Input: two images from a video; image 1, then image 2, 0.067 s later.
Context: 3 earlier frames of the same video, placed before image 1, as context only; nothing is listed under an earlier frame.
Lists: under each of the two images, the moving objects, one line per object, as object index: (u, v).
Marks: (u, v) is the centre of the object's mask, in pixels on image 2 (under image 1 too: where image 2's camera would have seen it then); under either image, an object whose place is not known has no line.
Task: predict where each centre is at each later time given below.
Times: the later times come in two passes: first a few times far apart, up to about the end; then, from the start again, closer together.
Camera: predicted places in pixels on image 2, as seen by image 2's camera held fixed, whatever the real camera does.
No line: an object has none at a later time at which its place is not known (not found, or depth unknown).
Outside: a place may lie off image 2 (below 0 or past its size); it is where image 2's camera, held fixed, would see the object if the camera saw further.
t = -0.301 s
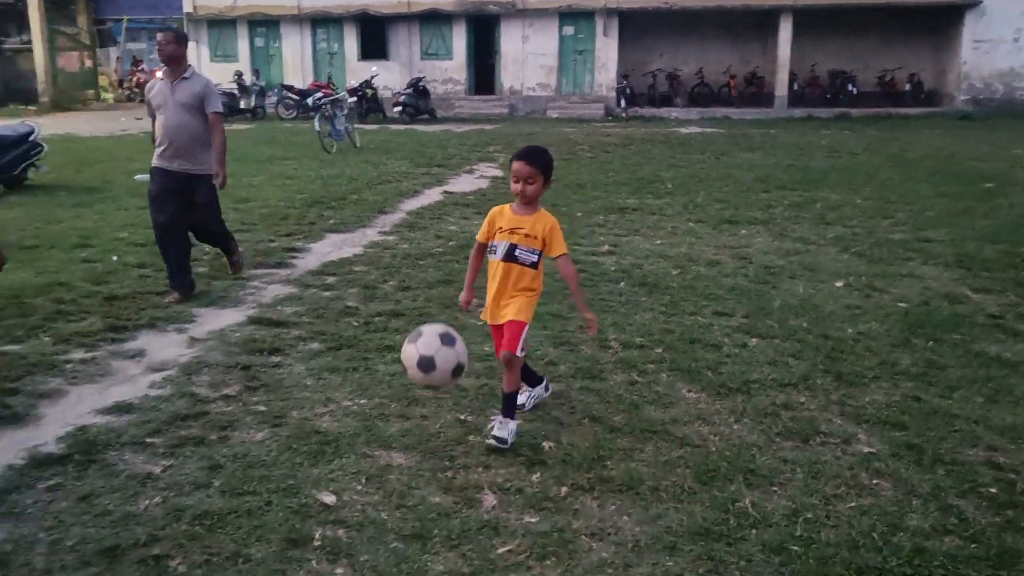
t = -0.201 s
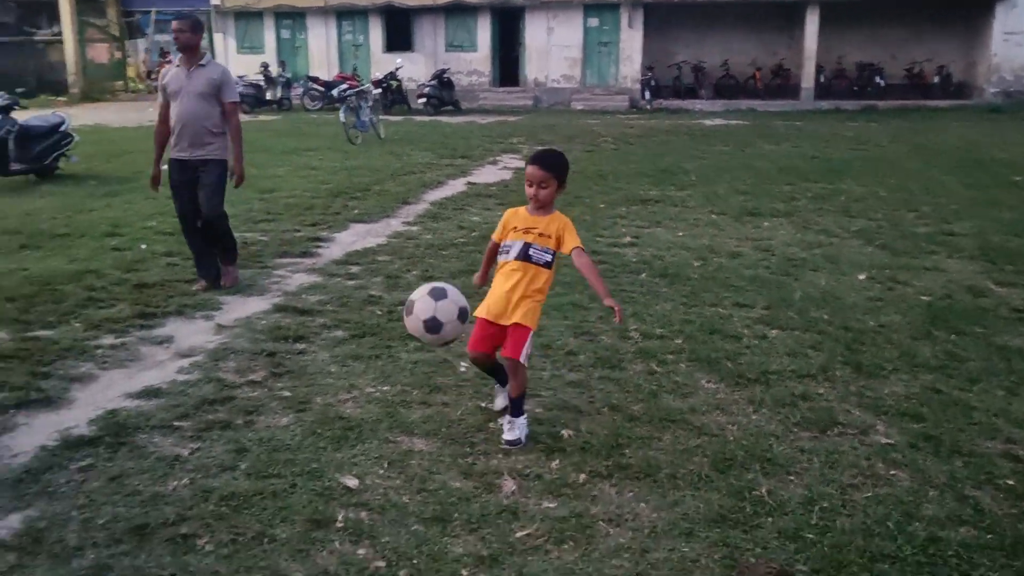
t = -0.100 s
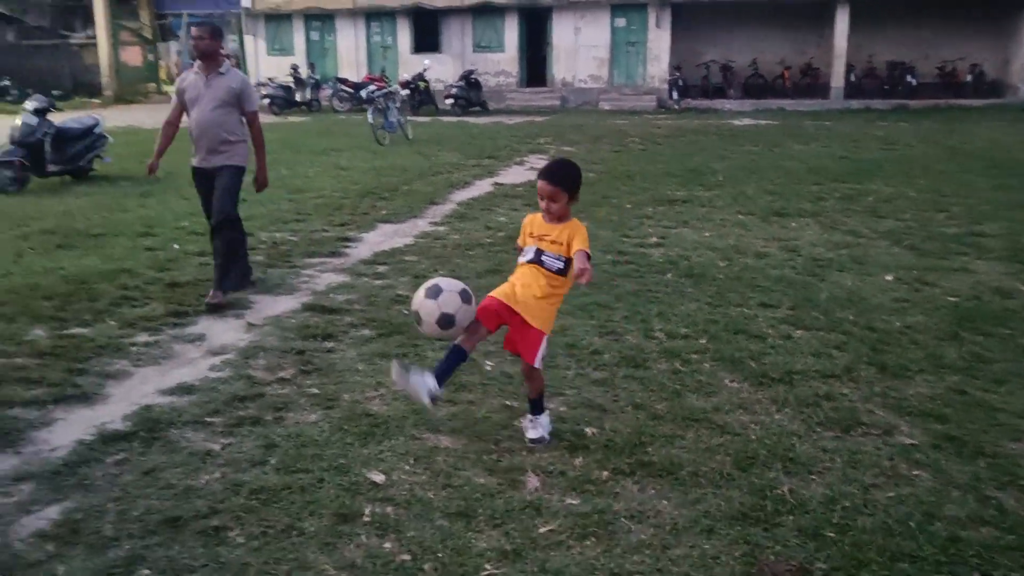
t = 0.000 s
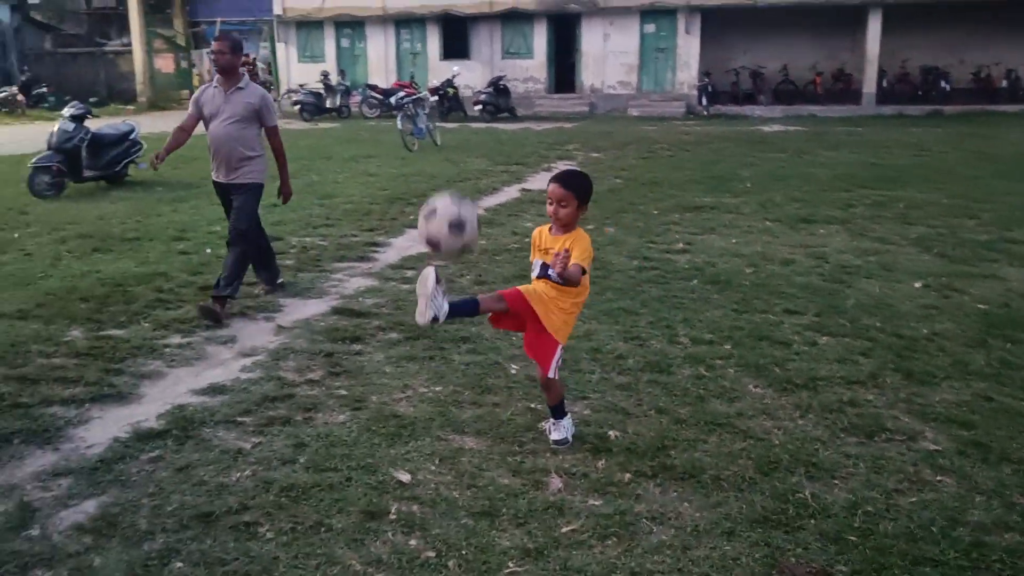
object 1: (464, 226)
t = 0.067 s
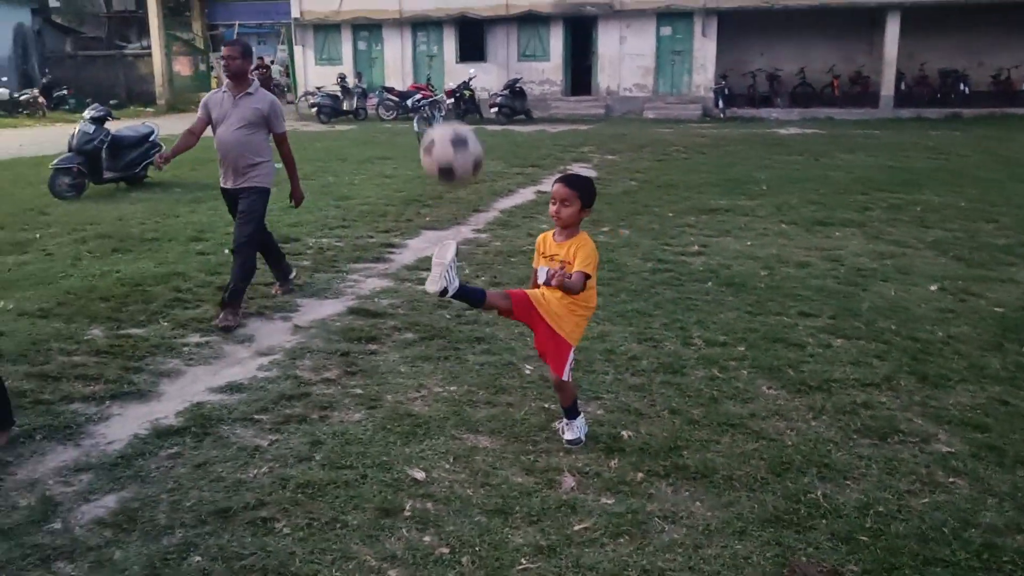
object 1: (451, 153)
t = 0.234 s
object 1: (422, 24)
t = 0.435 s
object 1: (394, -22)
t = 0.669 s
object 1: (373, 40)
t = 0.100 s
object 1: (445, 122)
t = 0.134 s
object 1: (439, 92)
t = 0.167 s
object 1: (433, 65)
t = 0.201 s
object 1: (427, 43)
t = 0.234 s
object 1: (422, 24)
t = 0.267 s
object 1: (416, 12)
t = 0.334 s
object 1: (406, -5)
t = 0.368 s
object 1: (402, -12)
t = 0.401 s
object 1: (398, -18)
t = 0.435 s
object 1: (394, -22)
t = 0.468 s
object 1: (390, -25)
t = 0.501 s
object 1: (386, -24)
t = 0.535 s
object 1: (383, -16)
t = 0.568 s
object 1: (381, -7)
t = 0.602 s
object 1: (378, 6)
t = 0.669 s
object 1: (373, 40)
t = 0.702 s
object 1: (374, 62)
